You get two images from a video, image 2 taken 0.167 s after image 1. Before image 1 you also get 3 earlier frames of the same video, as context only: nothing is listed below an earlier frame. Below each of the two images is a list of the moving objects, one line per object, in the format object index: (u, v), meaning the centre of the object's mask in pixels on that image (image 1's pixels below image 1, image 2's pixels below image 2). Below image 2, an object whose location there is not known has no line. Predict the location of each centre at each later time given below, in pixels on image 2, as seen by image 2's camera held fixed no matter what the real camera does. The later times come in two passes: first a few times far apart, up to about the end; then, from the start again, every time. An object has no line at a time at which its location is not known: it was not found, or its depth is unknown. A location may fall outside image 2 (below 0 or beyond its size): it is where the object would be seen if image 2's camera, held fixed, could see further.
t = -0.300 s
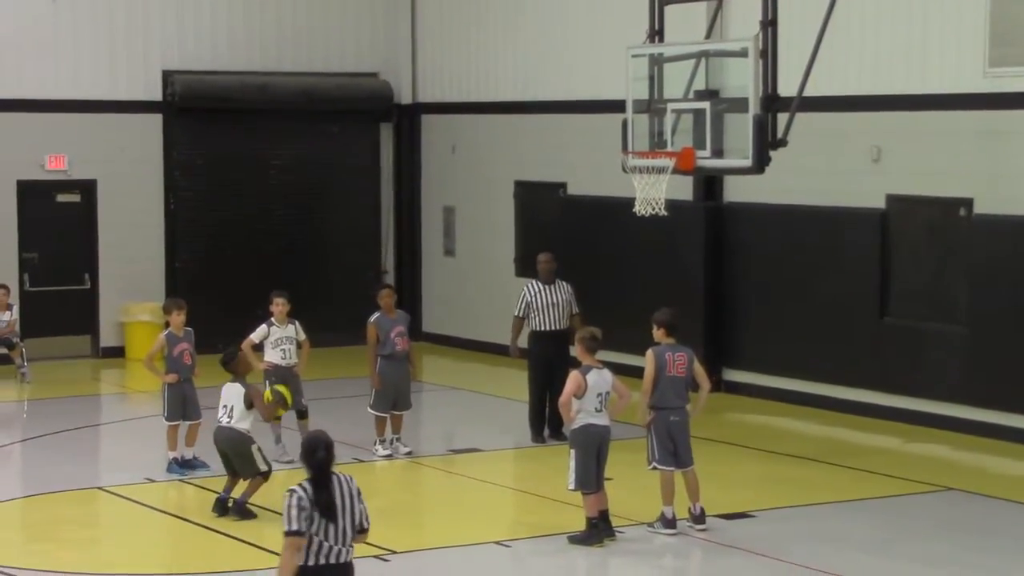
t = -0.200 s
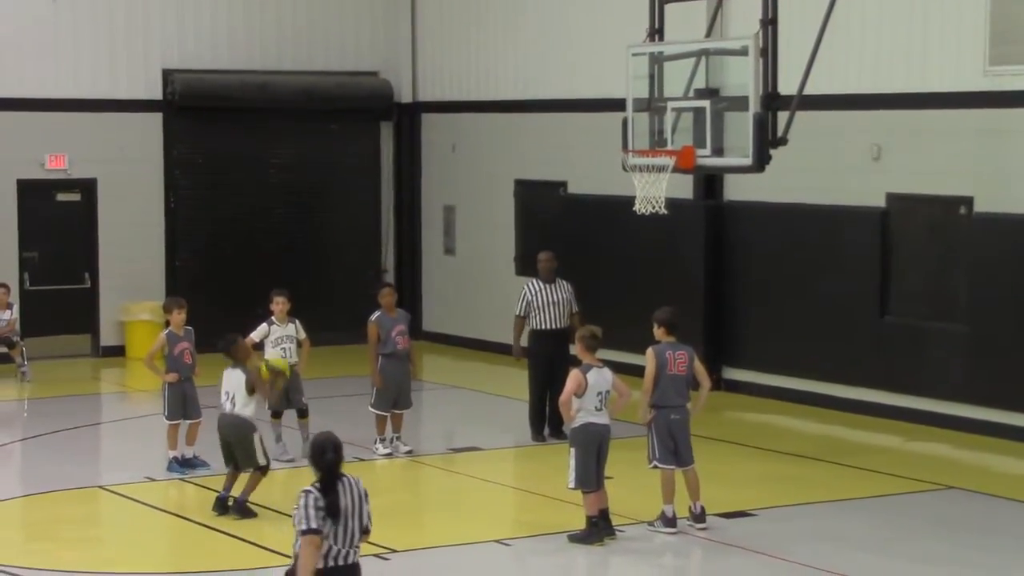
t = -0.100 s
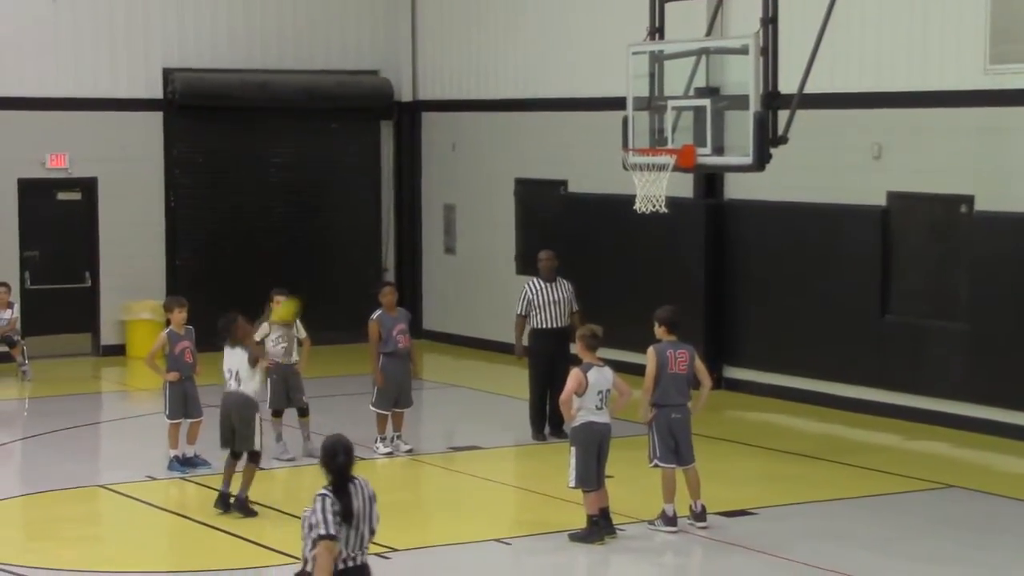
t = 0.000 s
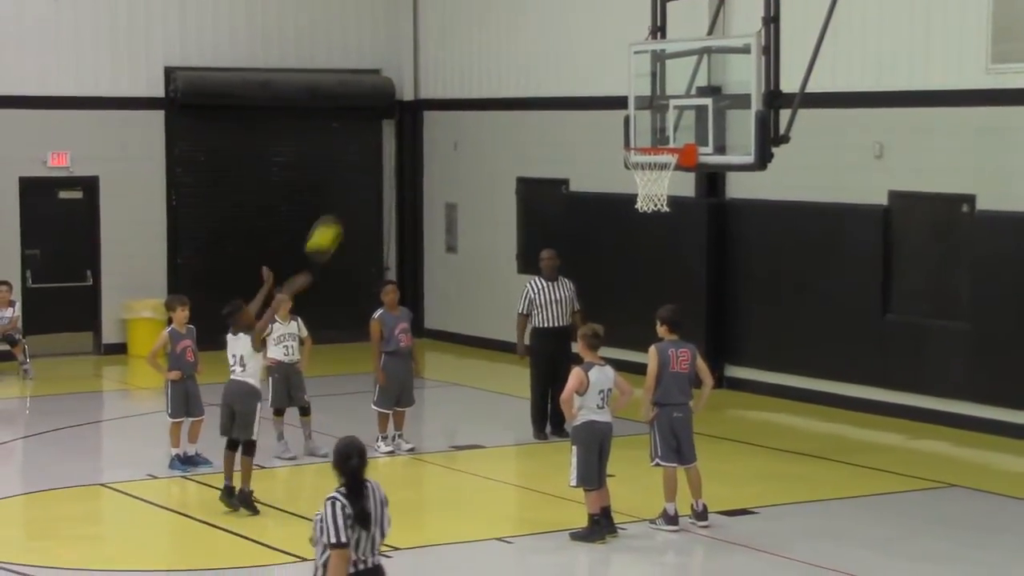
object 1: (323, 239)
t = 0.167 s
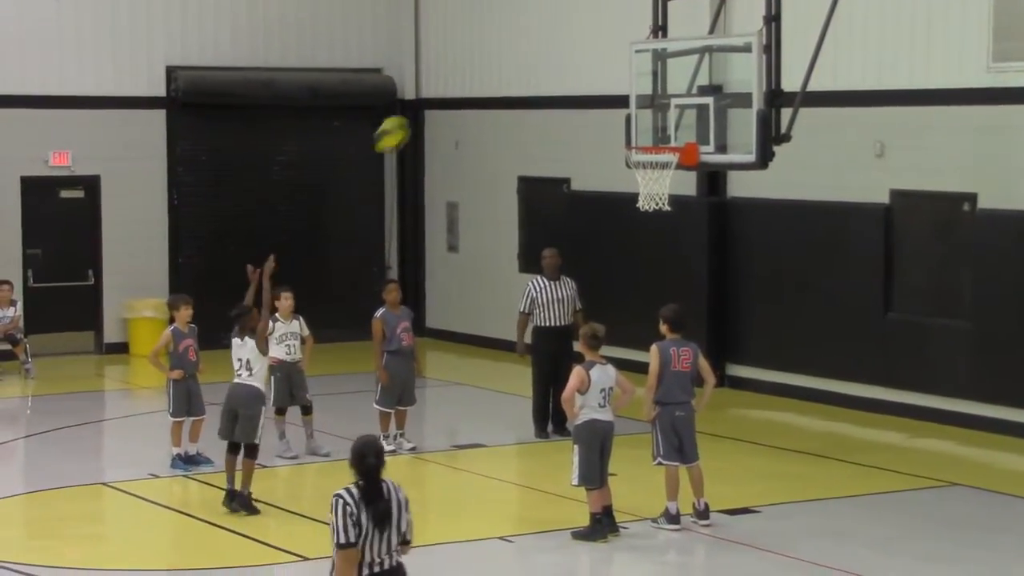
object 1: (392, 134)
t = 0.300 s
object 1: (441, 82)
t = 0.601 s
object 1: (548, 42)
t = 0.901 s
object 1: (648, 110)
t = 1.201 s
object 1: (577, 128)
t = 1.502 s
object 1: (454, 205)
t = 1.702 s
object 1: (369, 319)
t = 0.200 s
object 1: (405, 119)
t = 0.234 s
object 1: (415, 106)
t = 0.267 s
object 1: (429, 93)
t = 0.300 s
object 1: (441, 82)
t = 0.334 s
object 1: (454, 71)
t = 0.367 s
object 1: (466, 63)
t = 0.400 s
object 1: (477, 57)
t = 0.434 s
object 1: (489, 50)
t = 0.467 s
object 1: (502, 46)
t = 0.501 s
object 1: (514, 43)
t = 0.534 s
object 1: (525, 41)
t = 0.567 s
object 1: (536, 41)
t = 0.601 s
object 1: (548, 42)
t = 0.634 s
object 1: (560, 44)
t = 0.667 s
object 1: (571, 48)
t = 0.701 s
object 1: (582, 53)
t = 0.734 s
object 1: (593, 60)
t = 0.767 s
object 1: (604, 66)
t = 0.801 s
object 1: (615, 76)
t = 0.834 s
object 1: (625, 87)
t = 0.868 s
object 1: (638, 97)
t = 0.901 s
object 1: (648, 110)
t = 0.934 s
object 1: (658, 123)
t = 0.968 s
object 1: (667, 136)
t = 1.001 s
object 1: (657, 135)
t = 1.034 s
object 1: (644, 132)
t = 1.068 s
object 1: (630, 128)
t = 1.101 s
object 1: (617, 126)
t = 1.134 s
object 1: (603, 125)
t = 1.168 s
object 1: (591, 126)
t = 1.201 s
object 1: (577, 128)
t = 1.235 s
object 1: (563, 132)
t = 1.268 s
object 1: (550, 136)
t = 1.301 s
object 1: (536, 142)
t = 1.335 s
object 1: (521, 150)
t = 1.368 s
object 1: (507, 158)
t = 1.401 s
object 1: (494, 167)
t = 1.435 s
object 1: (481, 179)
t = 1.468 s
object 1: (467, 190)
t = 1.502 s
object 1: (454, 205)
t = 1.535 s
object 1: (440, 220)
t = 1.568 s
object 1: (425, 238)
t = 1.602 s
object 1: (412, 256)
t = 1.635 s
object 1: (399, 275)
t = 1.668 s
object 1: (385, 294)
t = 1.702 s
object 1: (369, 319)
